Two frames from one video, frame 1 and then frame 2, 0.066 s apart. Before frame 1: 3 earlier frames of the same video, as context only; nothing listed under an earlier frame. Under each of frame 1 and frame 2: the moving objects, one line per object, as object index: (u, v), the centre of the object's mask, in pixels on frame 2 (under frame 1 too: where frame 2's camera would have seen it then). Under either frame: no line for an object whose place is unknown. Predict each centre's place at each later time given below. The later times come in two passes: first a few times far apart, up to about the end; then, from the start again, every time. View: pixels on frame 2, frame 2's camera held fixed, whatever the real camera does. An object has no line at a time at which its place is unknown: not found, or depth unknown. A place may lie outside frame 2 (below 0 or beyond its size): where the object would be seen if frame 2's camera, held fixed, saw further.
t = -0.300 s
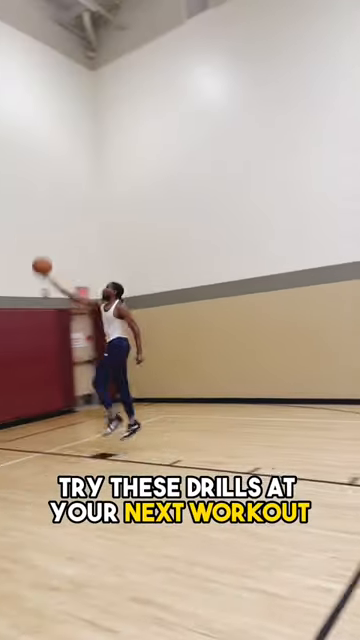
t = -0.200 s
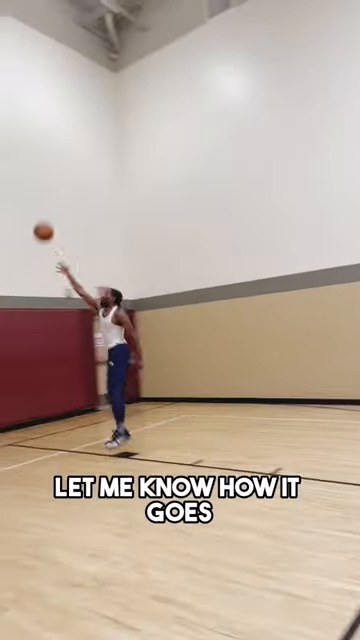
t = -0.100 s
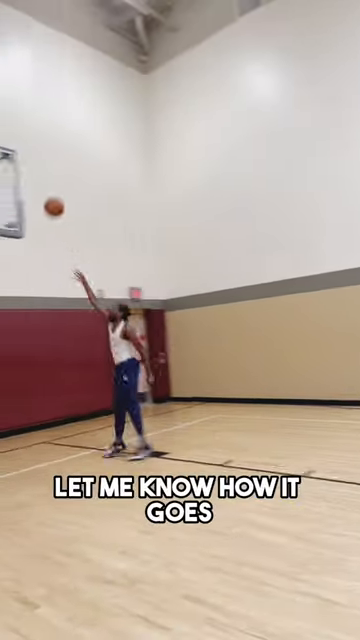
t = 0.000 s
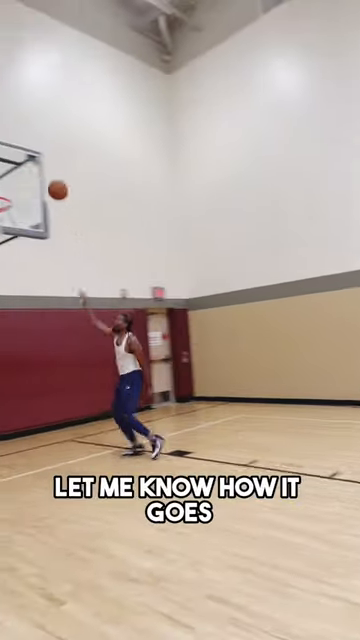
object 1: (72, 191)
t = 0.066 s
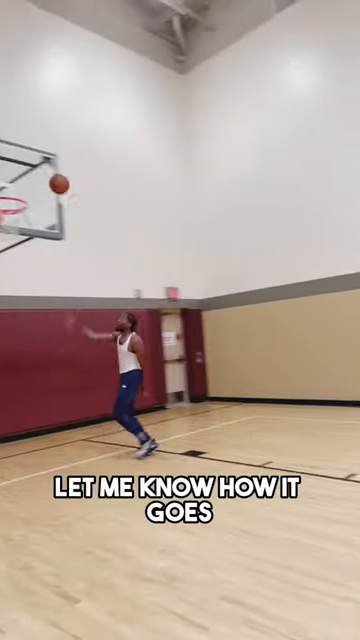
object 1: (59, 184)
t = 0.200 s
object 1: (32, 179)
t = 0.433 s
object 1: (8, 189)
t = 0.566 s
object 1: (2, 210)
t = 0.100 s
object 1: (52, 181)
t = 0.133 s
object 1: (46, 180)
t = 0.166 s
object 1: (39, 179)
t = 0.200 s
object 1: (32, 179)
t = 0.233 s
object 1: (26, 180)
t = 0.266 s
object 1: (19, 182)
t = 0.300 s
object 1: (15, 183)
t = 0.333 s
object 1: (13, 184)
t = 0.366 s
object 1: (11, 185)
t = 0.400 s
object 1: (9, 187)
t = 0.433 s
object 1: (8, 189)
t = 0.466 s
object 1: (6, 193)
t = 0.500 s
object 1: (4, 198)
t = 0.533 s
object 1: (2, 205)
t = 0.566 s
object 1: (2, 210)
